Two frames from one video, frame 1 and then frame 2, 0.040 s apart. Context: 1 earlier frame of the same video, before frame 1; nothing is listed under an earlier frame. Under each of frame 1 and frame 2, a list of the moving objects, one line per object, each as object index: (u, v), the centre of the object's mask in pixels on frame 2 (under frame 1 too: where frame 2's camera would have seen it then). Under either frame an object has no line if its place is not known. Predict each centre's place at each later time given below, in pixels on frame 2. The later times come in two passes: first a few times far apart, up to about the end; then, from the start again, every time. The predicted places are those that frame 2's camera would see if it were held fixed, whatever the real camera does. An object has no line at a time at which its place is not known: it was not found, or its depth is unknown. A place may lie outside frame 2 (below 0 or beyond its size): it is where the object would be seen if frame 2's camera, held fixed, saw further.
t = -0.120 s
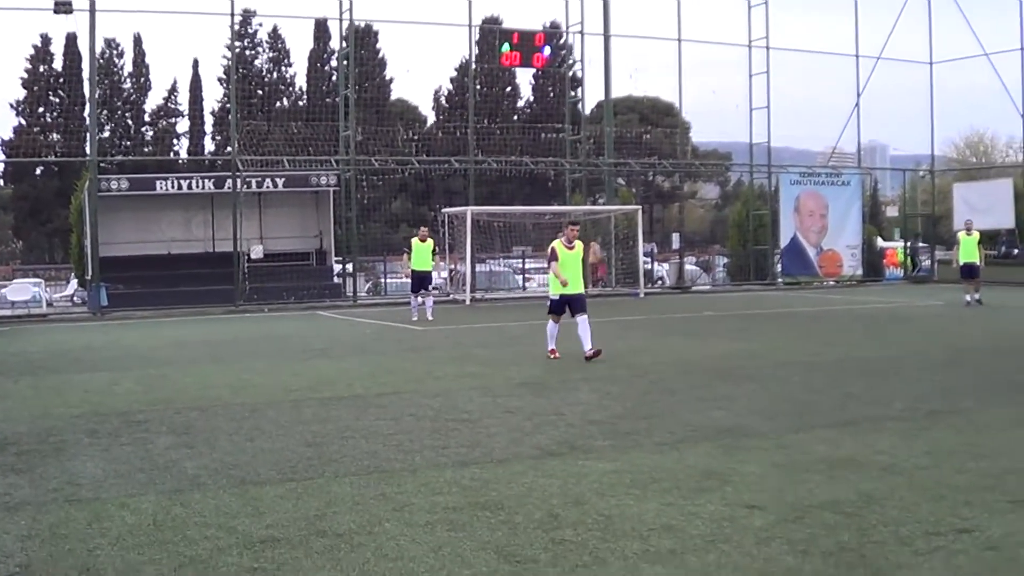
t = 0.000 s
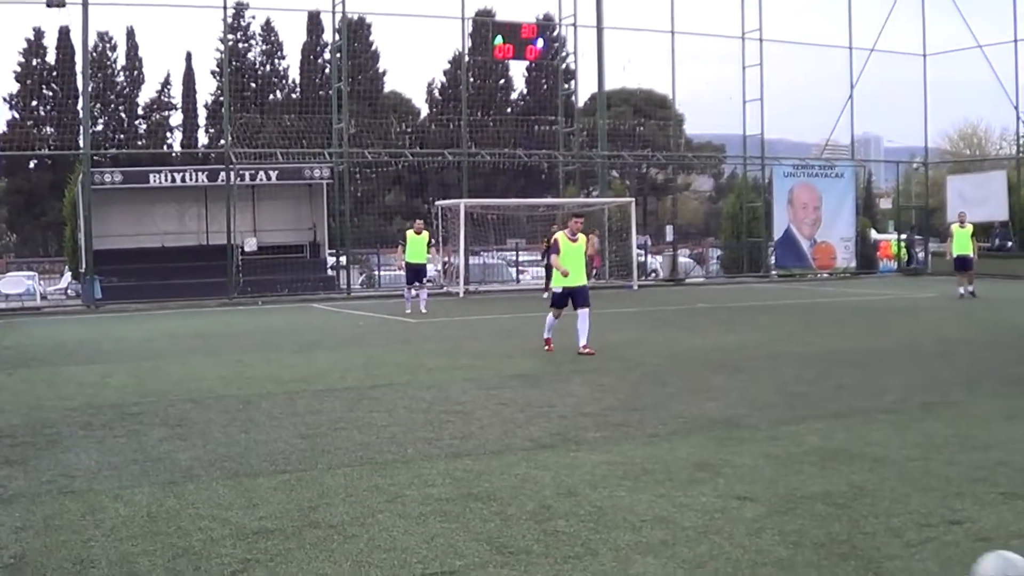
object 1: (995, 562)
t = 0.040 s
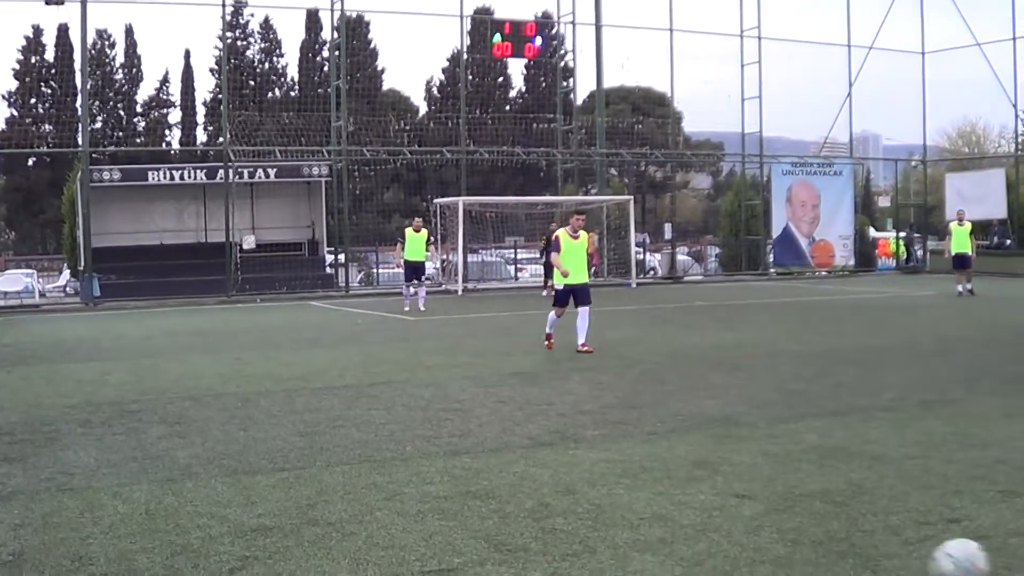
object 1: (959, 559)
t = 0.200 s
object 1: (865, 497)
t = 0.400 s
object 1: (794, 462)
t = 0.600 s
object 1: (744, 422)
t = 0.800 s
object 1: (707, 403)
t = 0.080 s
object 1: (926, 557)
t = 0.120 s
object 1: (902, 539)
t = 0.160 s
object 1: (883, 516)
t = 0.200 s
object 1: (865, 497)
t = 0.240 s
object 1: (850, 482)
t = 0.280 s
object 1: (834, 471)
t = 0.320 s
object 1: (819, 465)
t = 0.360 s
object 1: (807, 462)
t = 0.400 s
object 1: (794, 462)
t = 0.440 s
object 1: (783, 465)
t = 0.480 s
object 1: (773, 450)
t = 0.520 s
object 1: (762, 437)
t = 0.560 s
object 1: (752, 428)
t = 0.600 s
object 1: (744, 422)
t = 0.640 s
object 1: (735, 418)
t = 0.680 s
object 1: (727, 417)
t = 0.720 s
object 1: (720, 420)
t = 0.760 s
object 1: (713, 413)
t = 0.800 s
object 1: (707, 403)
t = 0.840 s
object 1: (701, 397)
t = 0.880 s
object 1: (696, 393)
